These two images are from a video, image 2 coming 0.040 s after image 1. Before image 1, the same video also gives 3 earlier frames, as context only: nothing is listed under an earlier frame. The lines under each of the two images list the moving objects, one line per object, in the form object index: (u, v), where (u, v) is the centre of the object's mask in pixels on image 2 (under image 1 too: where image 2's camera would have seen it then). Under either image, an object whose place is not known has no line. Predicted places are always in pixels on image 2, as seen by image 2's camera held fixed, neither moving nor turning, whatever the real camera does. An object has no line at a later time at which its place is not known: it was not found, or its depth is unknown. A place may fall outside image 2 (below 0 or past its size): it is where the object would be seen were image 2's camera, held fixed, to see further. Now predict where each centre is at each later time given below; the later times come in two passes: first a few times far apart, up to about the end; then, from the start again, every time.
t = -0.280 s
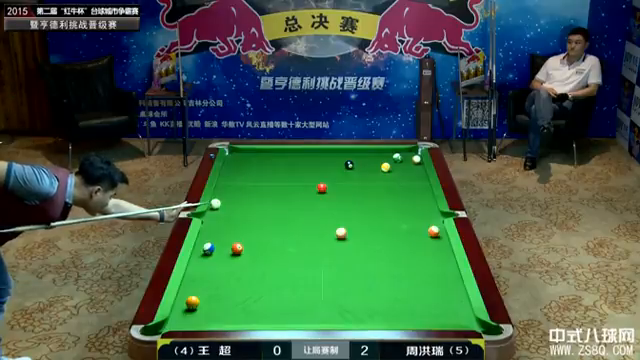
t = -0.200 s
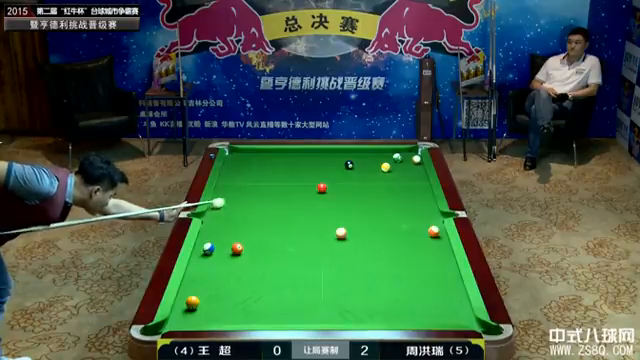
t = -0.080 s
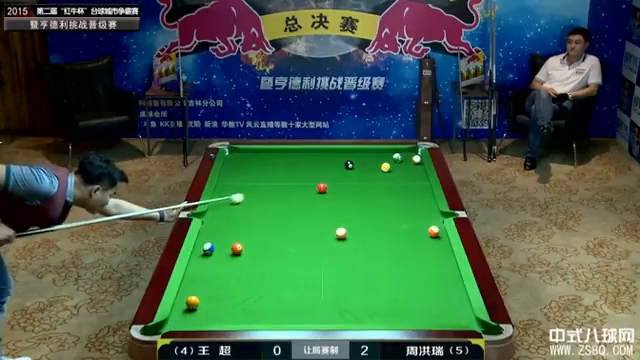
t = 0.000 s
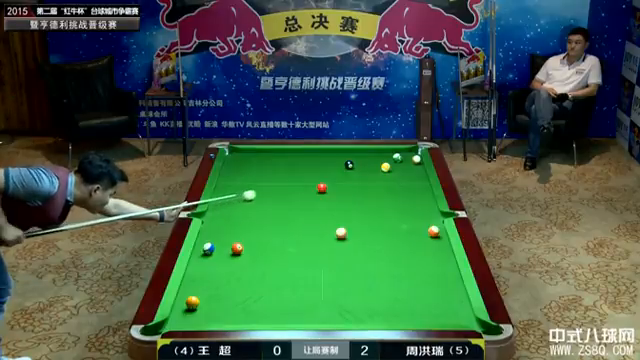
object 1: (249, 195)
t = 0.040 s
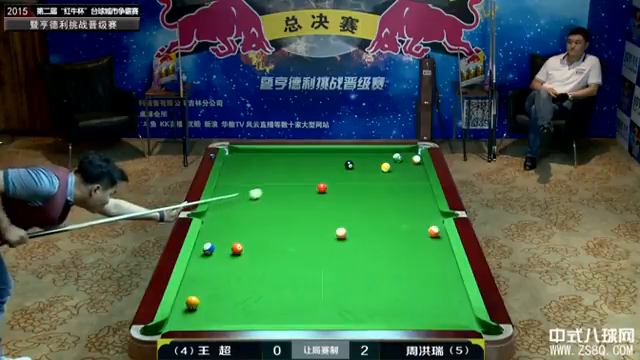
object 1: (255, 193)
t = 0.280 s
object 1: (289, 185)
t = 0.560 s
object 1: (327, 176)
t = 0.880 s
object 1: (366, 166)
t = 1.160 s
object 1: (395, 160)
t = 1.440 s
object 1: (408, 161)
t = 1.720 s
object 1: (409, 162)
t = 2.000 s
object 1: (409, 164)
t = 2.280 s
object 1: (409, 164)
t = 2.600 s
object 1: (409, 165)
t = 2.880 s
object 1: (409, 165)
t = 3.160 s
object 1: (409, 165)
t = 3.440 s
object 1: (409, 165)
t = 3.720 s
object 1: (409, 165)
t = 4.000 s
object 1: (409, 165)
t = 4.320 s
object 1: (409, 165)
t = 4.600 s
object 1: (409, 165)
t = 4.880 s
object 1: (409, 165)
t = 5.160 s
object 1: (409, 165)
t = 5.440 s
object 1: (409, 165)
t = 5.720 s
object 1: (409, 165)
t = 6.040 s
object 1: (409, 165)
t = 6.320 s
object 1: (409, 165)
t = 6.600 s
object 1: (409, 165)
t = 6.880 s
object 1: (409, 165)
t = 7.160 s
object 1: (409, 165)
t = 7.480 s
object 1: (409, 165)
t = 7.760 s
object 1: (409, 165)
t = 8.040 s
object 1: (409, 165)
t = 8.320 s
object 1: (409, 165)
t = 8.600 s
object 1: (409, 165)
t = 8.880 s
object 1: (409, 165)
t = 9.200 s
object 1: (409, 165)
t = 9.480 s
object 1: (409, 165)
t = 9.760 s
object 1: (409, 165)
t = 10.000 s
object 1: (409, 165)
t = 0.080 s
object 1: (261, 192)
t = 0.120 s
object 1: (267, 191)
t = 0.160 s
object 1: (272, 189)
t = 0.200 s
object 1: (278, 187)
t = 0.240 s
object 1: (284, 186)
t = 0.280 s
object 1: (289, 185)
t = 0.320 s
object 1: (295, 183)
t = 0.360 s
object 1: (300, 182)
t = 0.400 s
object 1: (305, 181)
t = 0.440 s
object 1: (311, 180)
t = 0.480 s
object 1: (316, 178)
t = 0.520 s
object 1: (322, 177)
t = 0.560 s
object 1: (327, 176)
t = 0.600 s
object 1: (332, 175)
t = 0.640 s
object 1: (337, 173)
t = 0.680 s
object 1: (341, 172)
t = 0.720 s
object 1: (347, 171)
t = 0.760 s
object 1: (352, 170)
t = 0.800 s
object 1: (356, 169)
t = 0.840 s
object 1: (361, 167)
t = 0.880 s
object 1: (366, 166)
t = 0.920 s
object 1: (370, 165)
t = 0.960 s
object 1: (375, 164)
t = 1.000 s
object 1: (378, 163)
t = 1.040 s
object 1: (383, 161)
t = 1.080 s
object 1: (388, 160)
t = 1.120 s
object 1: (392, 160)
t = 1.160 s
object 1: (395, 160)
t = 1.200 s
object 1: (398, 160)
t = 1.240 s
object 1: (400, 160)
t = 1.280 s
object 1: (402, 159)
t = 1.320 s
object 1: (405, 160)
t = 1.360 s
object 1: (407, 160)
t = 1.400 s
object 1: (408, 160)
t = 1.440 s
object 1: (408, 161)
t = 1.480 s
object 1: (409, 161)
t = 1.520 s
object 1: (409, 161)
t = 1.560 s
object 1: (409, 161)
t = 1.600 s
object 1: (409, 162)
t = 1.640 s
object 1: (409, 162)
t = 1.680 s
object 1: (409, 162)
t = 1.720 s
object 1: (409, 162)
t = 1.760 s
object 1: (409, 162)
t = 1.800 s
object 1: (409, 162)
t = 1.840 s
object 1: (409, 163)
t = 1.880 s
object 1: (409, 163)
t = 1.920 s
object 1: (409, 163)
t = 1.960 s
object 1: (409, 163)
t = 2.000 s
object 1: (409, 164)
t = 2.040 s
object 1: (409, 164)
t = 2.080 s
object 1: (409, 164)
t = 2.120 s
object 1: (409, 164)
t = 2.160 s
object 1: (409, 164)
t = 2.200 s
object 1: (409, 164)
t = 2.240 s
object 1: (409, 164)
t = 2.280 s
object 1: (409, 164)
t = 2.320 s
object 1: (409, 164)
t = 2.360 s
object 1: (409, 164)
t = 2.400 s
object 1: (409, 165)
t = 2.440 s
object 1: (409, 165)
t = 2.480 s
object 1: (409, 165)
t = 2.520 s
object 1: (409, 165)
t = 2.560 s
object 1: (409, 165)
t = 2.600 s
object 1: (409, 165)
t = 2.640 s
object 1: (409, 165)
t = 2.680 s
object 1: (409, 165)
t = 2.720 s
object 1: (409, 165)
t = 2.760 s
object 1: (409, 165)
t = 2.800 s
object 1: (409, 165)
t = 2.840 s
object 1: (409, 165)
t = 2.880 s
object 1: (409, 165)
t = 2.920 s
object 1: (409, 165)
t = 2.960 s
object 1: (409, 165)
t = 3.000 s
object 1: (409, 165)
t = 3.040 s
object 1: (409, 165)
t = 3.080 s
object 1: (409, 165)
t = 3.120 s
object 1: (409, 165)
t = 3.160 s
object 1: (409, 165)
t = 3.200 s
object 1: (409, 165)
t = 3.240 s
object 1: (409, 165)
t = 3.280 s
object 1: (409, 165)
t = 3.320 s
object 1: (409, 165)
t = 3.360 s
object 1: (409, 165)
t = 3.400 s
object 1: (409, 165)
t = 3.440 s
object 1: (409, 165)
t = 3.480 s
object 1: (409, 165)
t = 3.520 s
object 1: (409, 165)
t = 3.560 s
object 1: (409, 165)
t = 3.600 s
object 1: (409, 165)
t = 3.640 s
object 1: (409, 165)
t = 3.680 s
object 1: (409, 165)
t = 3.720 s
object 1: (409, 165)
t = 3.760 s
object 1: (409, 165)
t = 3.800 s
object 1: (409, 165)
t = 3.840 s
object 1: (409, 165)
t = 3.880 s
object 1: (409, 165)
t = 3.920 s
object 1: (409, 165)
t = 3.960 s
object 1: (409, 165)
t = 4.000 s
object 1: (409, 165)
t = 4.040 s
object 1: (409, 165)
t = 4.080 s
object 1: (409, 165)
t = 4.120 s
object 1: (409, 165)
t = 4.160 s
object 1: (409, 165)
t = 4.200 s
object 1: (409, 165)
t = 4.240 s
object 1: (409, 165)
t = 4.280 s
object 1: (409, 165)
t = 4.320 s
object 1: (409, 165)
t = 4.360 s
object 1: (409, 165)
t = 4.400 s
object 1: (409, 165)
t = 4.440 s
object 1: (409, 165)
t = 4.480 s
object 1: (409, 165)
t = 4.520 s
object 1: (409, 165)
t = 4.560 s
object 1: (409, 165)
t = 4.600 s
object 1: (409, 165)
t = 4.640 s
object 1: (409, 165)
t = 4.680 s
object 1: (409, 165)
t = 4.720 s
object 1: (409, 165)
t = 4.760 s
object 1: (409, 165)
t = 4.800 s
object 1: (409, 165)
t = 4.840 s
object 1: (409, 165)
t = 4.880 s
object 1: (409, 165)
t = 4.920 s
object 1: (409, 165)
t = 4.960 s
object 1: (409, 165)
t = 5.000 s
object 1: (409, 165)
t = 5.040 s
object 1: (409, 165)
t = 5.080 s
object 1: (409, 165)
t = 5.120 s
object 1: (409, 165)
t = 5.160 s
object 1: (409, 165)
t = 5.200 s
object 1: (409, 165)
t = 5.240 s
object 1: (409, 165)
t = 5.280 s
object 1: (409, 165)
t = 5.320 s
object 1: (409, 165)
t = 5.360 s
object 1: (409, 165)
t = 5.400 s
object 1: (409, 165)
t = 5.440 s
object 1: (409, 165)
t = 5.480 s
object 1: (409, 165)
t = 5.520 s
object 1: (409, 165)
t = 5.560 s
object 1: (409, 165)
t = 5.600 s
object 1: (409, 165)
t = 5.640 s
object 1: (409, 165)
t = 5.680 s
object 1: (409, 165)
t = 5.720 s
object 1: (409, 165)
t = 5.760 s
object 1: (409, 165)
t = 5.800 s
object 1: (409, 165)
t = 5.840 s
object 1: (409, 165)
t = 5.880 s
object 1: (409, 165)
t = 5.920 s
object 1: (409, 165)
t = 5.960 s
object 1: (409, 165)
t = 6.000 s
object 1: (409, 165)
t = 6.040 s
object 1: (409, 165)
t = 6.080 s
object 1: (409, 165)
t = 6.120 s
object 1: (409, 165)
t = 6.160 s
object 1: (409, 165)
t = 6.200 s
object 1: (409, 165)
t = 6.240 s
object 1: (409, 165)
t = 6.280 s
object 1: (409, 165)
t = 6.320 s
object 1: (409, 165)
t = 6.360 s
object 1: (409, 165)
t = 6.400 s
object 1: (409, 165)
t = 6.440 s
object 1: (409, 165)
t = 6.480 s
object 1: (409, 165)
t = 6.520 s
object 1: (409, 165)
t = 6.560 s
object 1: (409, 165)
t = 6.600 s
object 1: (409, 165)
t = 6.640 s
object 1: (409, 165)
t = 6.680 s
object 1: (409, 165)
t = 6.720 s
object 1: (409, 165)
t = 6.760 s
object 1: (409, 165)
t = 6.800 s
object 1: (409, 165)
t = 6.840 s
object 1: (409, 165)
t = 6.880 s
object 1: (409, 165)
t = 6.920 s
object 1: (409, 165)
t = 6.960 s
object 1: (409, 165)
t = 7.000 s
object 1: (409, 165)
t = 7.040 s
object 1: (409, 165)
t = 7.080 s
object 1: (409, 165)
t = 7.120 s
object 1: (409, 165)
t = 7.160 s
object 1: (409, 165)
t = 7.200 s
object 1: (409, 165)
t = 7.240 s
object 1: (409, 165)
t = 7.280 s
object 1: (409, 165)
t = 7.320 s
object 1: (409, 165)
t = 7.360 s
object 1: (409, 165)
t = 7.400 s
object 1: (409, 165)
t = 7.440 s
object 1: (409, 165)
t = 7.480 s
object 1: (409, 165)
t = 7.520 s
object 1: (409, 165)
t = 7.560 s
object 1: (409, 165)
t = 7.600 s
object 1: (409, 165)
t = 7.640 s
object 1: (409, 165)
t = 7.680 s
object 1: (409, 165)
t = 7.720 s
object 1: (409, 165)
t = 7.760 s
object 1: (409, 165)
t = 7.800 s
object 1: (409, 165)
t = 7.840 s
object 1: (409, 165)
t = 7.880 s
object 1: (409, 165)
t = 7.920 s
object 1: (409, 165)
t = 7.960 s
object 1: (409, 165)
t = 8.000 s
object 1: (409, 165)
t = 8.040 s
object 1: (409, 165)
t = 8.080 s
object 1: (409, 165)
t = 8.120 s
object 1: (409, 165)
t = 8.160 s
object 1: (409, 165)
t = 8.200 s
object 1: (409, 165)
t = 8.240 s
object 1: (409, 165)
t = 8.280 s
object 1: (409, 165)
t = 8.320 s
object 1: (409, 165)
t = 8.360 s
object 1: (409, 165)
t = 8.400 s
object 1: (409, 165)
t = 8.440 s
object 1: (409, 165)
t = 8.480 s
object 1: (409, 165)
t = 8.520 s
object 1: (409, 165)
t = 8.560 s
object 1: (409, 165)
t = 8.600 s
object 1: (409, 165)
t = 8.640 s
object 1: (409, 165)
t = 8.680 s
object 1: (409, 165)
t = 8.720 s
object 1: (409, 165)
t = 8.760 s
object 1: (409, 165)
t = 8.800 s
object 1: (409, 165)
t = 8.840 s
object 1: (409, 165)
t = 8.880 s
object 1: (409, 165)
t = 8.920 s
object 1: (409, 165)
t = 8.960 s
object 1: (409, 165)
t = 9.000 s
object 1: (409, 165)
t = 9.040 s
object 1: (409, 165)
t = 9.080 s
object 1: (409, 165)
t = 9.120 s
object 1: (409, 165)
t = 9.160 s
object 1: (409, 165)
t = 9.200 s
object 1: (409, 165)
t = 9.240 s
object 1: (409, 165)
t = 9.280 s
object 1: (409, 165)
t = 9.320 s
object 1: (409, 165)
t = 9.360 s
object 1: (409, 165)
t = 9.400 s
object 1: (409, 165)
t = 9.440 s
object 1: (409, 165)
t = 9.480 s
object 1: (409, 165)
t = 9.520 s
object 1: (409, 165)
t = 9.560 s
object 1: (409, 165)
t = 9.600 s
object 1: (409, 165)
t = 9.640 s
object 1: (409, 165)
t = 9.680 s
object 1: (409, 165)
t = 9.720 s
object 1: (409, 165)
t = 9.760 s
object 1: (409, 165)
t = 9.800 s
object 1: (409, 165)
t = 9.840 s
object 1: (409, 165)
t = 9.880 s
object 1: (409, 165)
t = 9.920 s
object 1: (409, 165)
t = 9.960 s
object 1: (409, 165)
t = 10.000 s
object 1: (409, 165)
